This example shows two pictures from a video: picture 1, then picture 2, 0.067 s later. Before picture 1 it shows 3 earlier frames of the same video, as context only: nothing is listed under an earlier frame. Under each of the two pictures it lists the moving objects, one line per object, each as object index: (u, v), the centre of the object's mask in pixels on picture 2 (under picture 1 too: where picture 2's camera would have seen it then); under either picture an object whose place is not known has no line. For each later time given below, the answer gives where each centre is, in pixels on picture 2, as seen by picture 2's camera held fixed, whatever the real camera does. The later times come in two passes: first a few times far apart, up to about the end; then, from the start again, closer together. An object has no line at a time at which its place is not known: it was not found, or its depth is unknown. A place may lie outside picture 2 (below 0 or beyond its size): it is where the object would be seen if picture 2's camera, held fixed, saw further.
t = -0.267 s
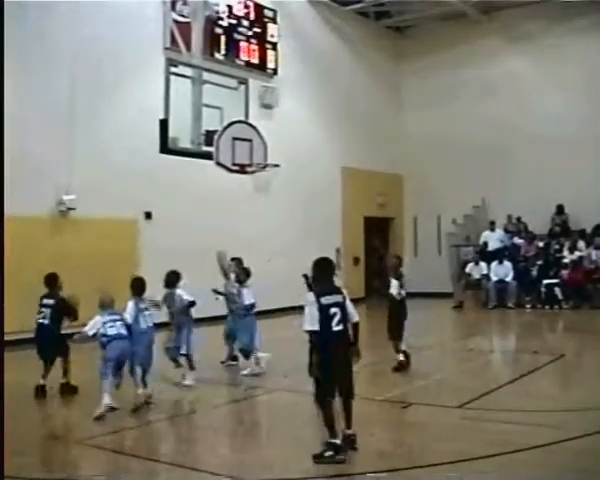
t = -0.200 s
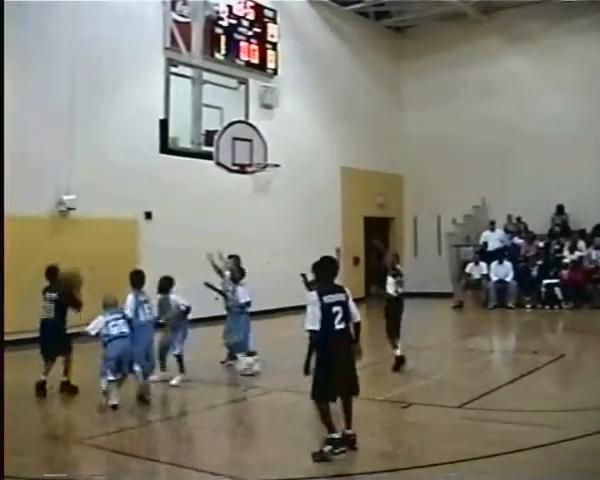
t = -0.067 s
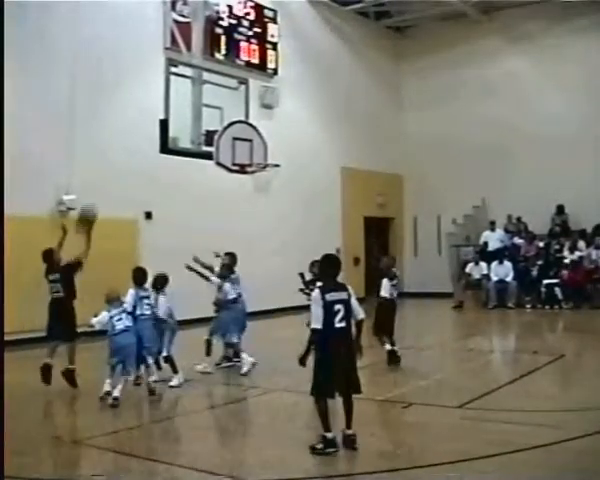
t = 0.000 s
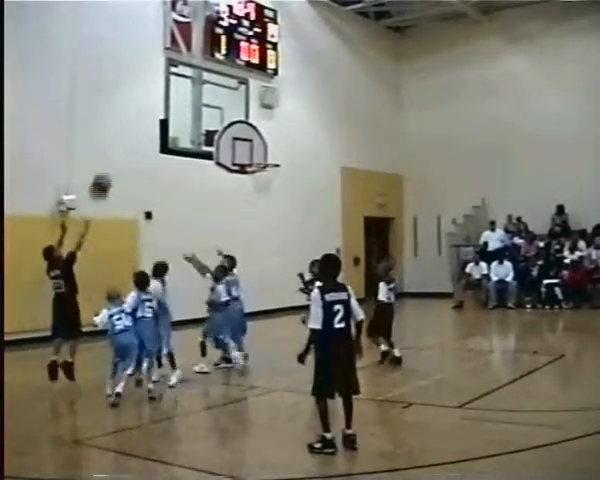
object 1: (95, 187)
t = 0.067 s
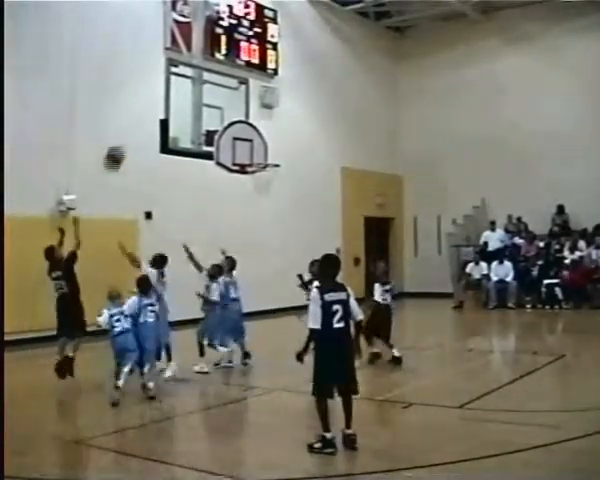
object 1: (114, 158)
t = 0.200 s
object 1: (140, 117)
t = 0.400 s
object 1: (175, 89)
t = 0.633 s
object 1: (208, 98)
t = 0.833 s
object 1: (236, 137)
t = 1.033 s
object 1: (262, 136)
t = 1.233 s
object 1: (282, 128)
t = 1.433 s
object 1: (303, 146)
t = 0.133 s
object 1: (127, 134)
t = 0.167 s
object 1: (133, 124)
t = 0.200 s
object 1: (140, 117)
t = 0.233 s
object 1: (146, 109)
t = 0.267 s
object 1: (152, 104)
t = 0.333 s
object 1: (164, 93)
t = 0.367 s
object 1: (170, 91)
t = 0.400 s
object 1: (175, 89)
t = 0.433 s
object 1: (181, 89)
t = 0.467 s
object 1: (186, 88)
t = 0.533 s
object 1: (197, 89)
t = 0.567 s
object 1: (202, 91)
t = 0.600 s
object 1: (204, 94)
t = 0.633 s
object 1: (208, 98)
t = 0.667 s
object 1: (213, 102)
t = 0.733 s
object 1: (223, 112)
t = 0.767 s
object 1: (227, 121)
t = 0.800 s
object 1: (233, 129)
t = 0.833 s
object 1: (236, 137)
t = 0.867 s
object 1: (240, 146)
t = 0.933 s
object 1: (248, 153)
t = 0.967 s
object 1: (254, 147)
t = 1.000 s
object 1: (258, 141)
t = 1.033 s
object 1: (262, 136)
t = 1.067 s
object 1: (265, 132)
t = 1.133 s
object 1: (272, 129)
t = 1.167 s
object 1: (275, 128)
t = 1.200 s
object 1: (278, 128)
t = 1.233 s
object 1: (282, 128)
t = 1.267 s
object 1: (286, 128)
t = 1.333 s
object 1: (293, 133)
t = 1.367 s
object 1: (296, 136)
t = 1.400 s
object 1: (300, 141)
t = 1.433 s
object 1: (303, 146)
